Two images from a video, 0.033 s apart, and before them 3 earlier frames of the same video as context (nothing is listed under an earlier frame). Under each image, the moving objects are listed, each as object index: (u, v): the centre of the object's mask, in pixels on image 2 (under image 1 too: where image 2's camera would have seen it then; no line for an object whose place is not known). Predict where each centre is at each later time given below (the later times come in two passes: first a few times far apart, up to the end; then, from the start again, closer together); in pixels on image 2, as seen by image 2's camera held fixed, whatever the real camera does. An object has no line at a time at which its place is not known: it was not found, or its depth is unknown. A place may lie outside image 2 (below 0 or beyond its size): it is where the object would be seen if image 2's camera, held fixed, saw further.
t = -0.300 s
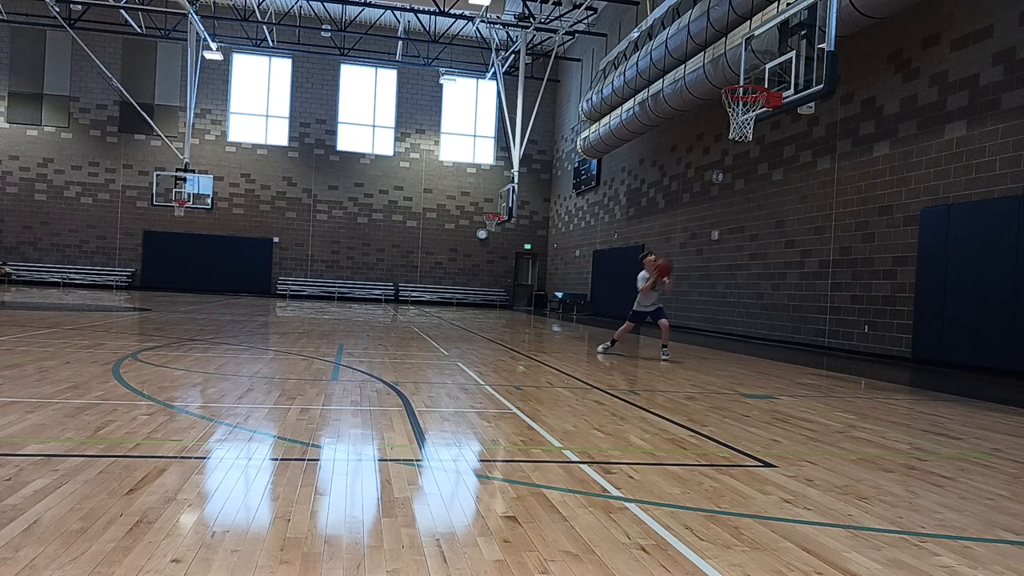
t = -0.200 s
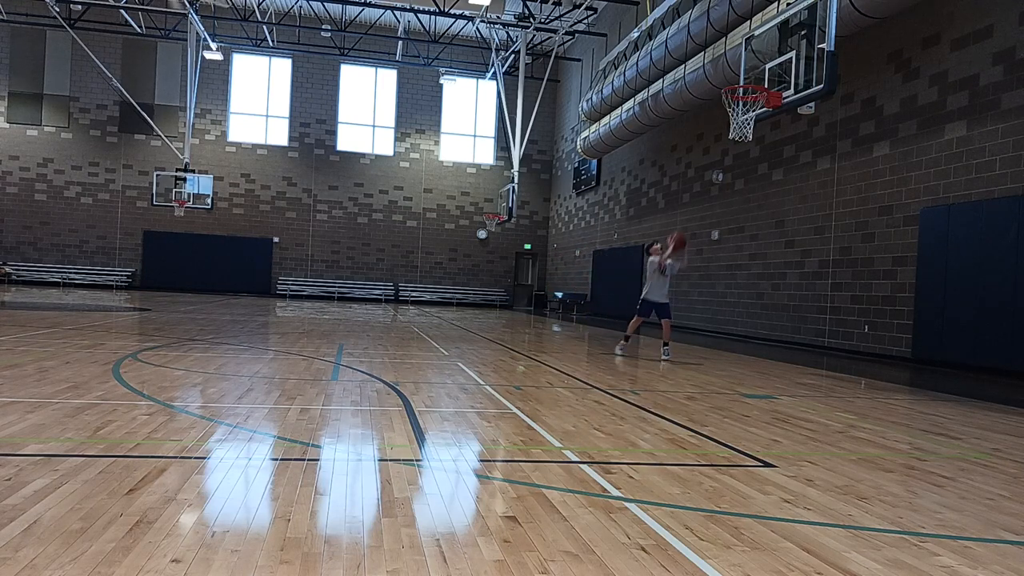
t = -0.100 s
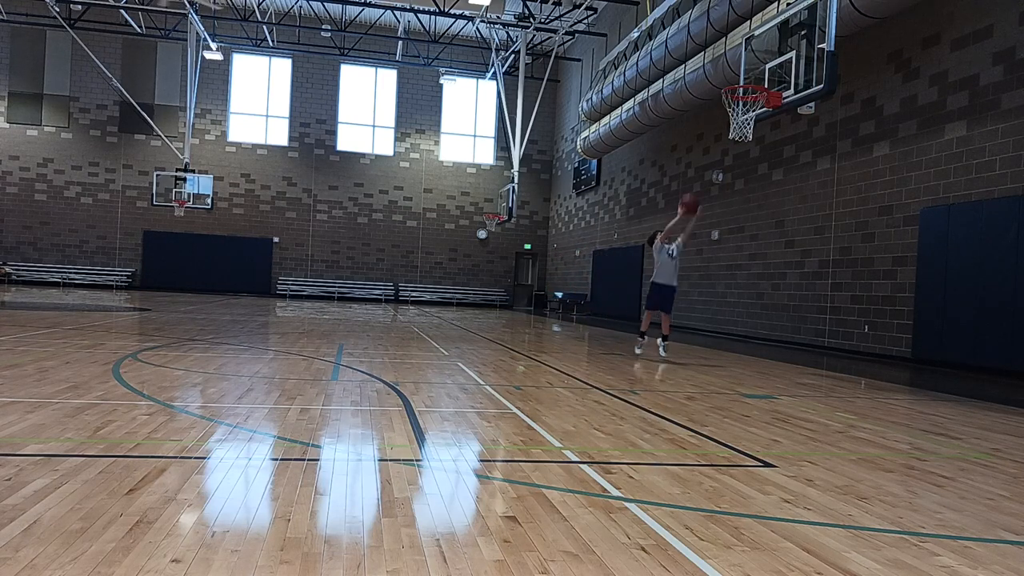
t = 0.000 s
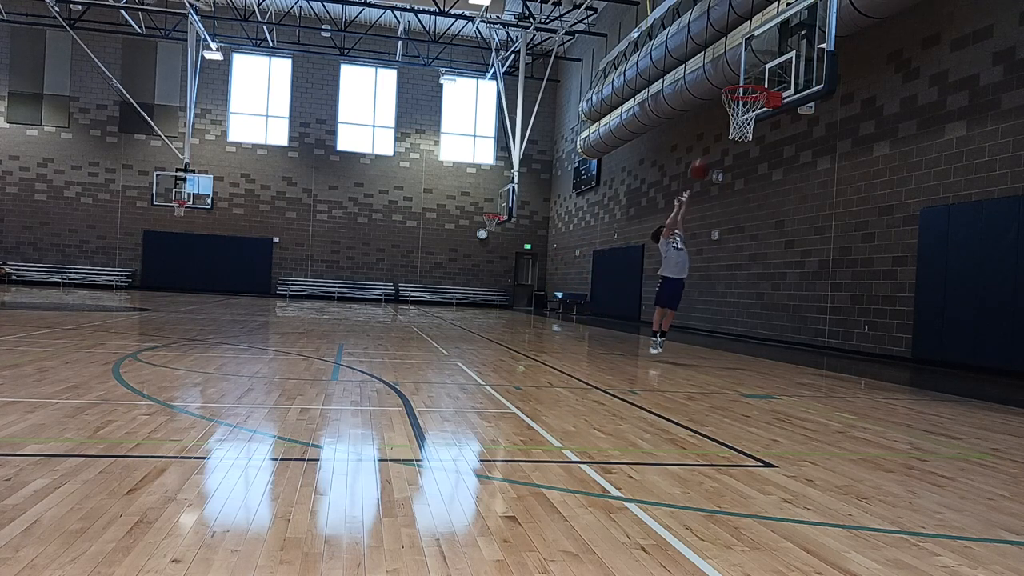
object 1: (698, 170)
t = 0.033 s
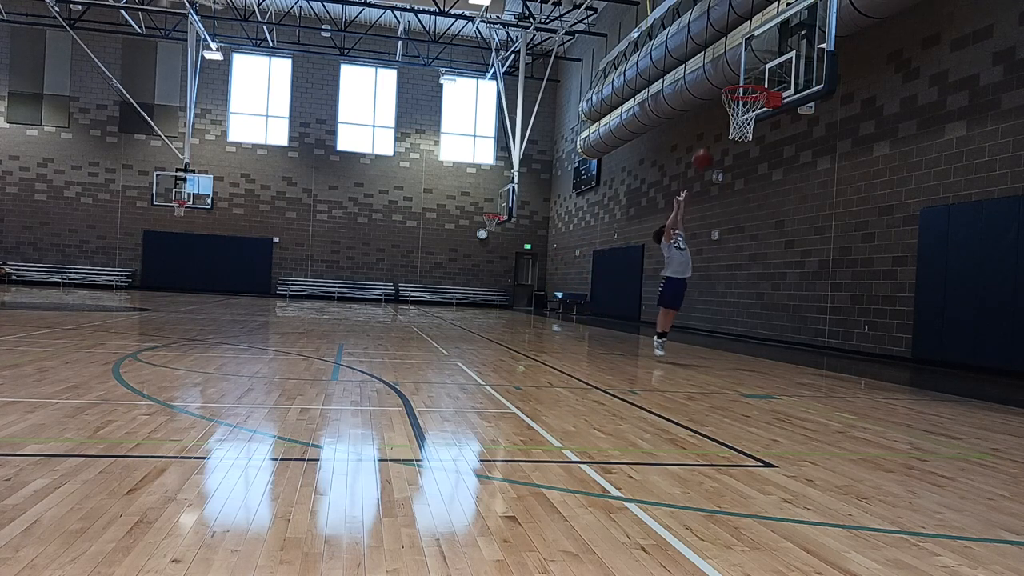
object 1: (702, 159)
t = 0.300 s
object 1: (723, 112)
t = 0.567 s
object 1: (746, 111)
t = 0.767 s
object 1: (754, 173)
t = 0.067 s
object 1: (706, 149)
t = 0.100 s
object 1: (708, 141)
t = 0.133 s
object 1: (712, 134)
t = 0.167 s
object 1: (715, 126)
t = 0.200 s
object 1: (719, 120)
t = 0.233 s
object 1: (720, 117)
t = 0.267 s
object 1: (722, 113)
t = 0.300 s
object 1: (723, 112)
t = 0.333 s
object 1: (726, 103)
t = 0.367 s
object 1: (730, 103)
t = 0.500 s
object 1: (741, 106)
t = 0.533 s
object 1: (746, 106)
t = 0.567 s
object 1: (746, 111)
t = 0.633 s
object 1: (757, 133)
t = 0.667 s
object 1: (753, 143)
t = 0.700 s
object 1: (753, 150)
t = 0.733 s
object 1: (754, 161)
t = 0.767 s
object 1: (754, 173)
